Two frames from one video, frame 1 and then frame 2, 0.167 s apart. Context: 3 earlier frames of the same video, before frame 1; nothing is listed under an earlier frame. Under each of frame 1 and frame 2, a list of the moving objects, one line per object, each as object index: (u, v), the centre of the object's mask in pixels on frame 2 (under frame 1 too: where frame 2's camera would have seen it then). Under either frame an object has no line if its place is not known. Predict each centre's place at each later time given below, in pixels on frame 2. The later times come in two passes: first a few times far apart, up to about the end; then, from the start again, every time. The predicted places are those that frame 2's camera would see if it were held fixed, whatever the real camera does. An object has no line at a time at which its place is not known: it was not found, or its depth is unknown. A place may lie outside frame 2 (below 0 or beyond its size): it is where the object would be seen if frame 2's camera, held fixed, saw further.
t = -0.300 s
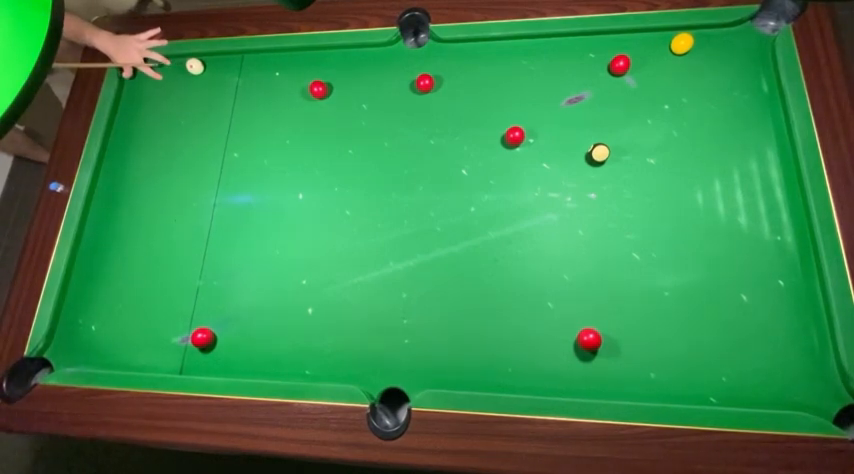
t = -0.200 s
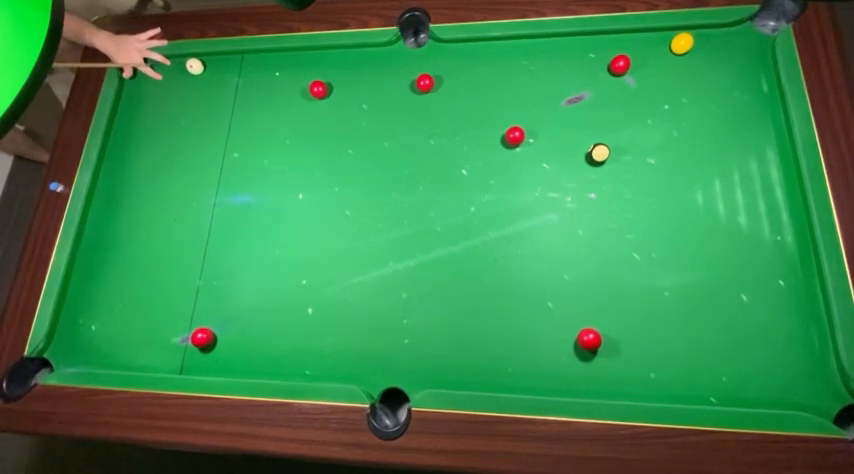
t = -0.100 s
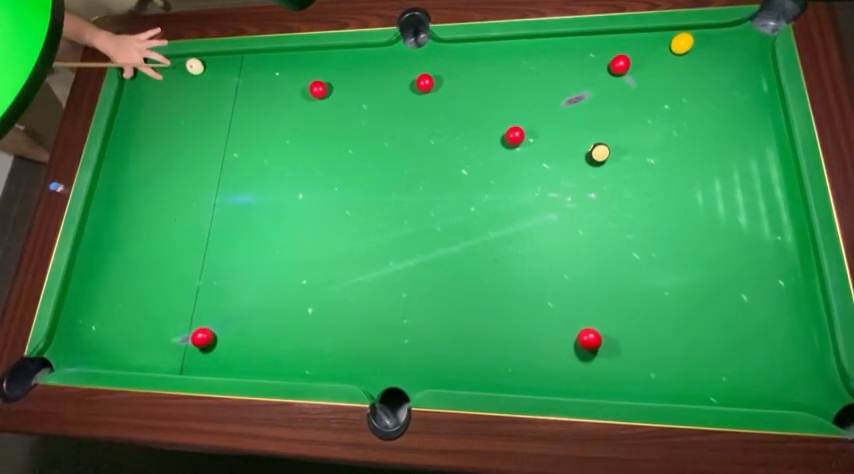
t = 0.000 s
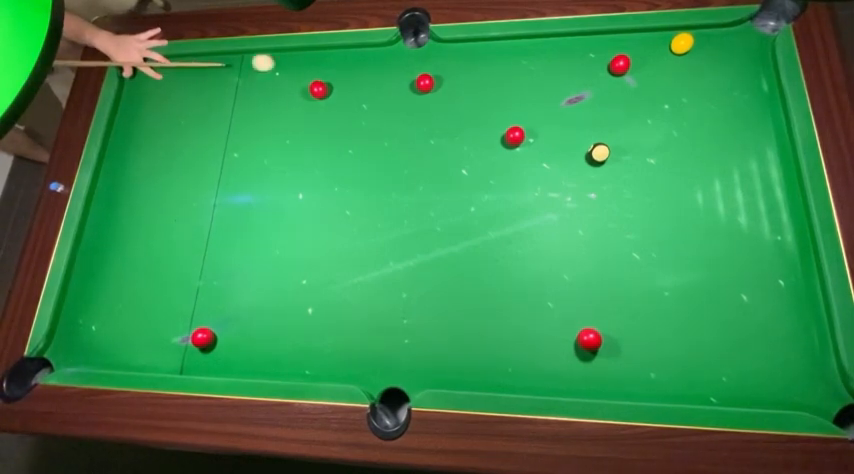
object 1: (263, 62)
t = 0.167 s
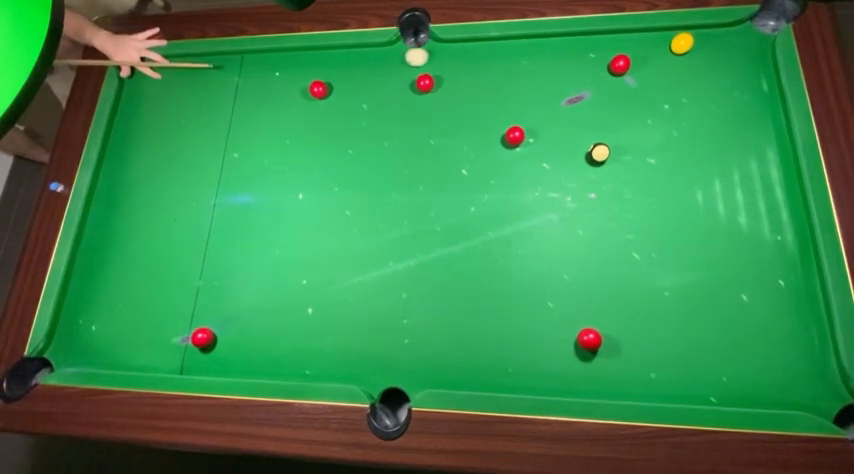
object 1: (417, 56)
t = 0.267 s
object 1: (512, 52)
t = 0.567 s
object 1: (673, 71)
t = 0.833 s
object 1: (739, 105)
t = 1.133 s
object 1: (760, 142)
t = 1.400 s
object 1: (724, 174)
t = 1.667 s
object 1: (690, 204)
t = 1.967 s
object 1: (653, 237)
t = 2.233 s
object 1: (621, 265)
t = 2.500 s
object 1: (591, 290)
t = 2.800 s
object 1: (559, 318)
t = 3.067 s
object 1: (533, 340)
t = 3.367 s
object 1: (508, 360)
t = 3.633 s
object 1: (486, 378)
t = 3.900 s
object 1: (472, 373)
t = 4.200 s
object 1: (462, 364)
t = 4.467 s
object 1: (455, 357)
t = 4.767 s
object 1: (451, 352)
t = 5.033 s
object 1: (449, 350)
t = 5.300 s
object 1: (449, 349)
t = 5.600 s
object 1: (449, 349)
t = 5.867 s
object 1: (449, 349)
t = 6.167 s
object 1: (449, 349)
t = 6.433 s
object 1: (449, 349)
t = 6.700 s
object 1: (449, 349)
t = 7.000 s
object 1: (449, 349)
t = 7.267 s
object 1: (449, 349)
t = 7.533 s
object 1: (449, 349)
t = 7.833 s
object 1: (449, 349)
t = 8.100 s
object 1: (449, 349)
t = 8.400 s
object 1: (449, 349)
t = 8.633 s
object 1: (449, 349)
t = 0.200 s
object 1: (448, 55)
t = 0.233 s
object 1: (479, 54)
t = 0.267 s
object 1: (512, 52)
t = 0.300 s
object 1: (545, 51)
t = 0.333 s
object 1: (578, 50)
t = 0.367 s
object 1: (611, 48)
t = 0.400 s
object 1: (647, 47)
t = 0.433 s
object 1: (662, 50)
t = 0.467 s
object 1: (663, 56)
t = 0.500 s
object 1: (665, 61)
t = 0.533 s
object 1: (668, 66)
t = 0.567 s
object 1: (673, 71)
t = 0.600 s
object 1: (679, 75)
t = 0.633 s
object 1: (687, 79)
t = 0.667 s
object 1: (696, 84)
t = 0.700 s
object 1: (704, 88)
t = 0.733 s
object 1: (713, 92)
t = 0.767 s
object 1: (721, 96)
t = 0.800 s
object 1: (730, 101)
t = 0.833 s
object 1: (739, 105)
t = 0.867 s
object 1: (748, 109)
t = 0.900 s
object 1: (756, 113)
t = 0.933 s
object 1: (765, 118)
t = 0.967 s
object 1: (775, 122)
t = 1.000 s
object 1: (779, 126)
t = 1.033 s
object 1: (774, 130)
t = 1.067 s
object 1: (769, 134)
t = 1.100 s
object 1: (765, 138)
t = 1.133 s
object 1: (760, 142)
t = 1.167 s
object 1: (755, 146)
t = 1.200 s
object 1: (751, 150)
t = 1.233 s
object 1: (747, 154)
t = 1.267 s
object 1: (742, 158)
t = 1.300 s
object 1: (738, 162)
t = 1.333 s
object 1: (733, 166)
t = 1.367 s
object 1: (728, 170)
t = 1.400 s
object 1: (724, 174)
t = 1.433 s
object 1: (720, 177)
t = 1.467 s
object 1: (715, 181)
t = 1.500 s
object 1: (711, 185)
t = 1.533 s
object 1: (706, 189)
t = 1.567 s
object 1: (702, 193)
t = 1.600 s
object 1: (698, 196)
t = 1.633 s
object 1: (694, 200)
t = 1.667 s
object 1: (690, 204)
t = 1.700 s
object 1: (685, 207)
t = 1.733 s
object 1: (681, 211)
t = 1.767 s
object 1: (677, 215)
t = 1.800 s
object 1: (673, 219)
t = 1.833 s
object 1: (669, 222)
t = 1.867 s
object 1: (665, 226)
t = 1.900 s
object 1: (660, 229)
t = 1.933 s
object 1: (657, 233)
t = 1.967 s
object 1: (653, 237)
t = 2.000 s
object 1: (648, 240)
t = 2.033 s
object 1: (645, 244)
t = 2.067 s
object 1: (641, 248)
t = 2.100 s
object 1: (637, 251)
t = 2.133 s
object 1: (633, 254)
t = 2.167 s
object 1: (629, 258)
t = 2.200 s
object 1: (625, 261)
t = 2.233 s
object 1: (621, 265)
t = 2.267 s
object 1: (617, 268)
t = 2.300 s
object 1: (613, 271)
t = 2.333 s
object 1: (610, 274)
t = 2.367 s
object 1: (606, 278)
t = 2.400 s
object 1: (602, 281)
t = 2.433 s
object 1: (598, 284)
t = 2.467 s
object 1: (595, 287)
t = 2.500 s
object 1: (591, 290)
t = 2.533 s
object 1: (587, 293)
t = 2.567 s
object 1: (584, 296)
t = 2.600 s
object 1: (580, 299)
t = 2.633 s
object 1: (577, 302)
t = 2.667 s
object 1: (573, 305)
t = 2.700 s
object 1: (570, 309)
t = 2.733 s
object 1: (566, 312)
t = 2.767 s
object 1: (563, 315)
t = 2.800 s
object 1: (559, 318)
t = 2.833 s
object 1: (556, 321)
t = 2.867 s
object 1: (553, 324)
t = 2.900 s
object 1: (550, 326)
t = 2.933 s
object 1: (546, 329)
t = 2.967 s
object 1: (543, 332)
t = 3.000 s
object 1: (539, 335)
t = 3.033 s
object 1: (537, 338)
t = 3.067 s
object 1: (533, 340)
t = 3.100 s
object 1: (531, 343)
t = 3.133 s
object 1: (527, 345)
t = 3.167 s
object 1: (525, 347)
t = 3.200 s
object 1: (522, 348)
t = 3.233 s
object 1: (520, 350)
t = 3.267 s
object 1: (517, 353)
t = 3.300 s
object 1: (513, 356)
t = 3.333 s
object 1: (511, 358)
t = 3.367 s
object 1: (508, 360)
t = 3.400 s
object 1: (505, 363)
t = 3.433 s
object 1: (502, 365)
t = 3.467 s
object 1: (500, 367)
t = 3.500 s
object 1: (497, 370)
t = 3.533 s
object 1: (494, 372)
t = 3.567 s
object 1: (492, 374)
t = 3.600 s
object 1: (489, 376)
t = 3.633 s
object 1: (486, 378)
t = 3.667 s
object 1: (484, 379)
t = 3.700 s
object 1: (482, 380)
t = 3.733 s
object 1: (480, 379)
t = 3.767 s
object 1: (478, 378)
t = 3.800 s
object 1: (476, 377)
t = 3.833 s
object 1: (475, 376)
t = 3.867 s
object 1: (474, 374)
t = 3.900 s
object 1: (472, 373)
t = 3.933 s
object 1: (471, 372)
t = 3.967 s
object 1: (470, 371)
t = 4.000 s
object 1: (468, 370)
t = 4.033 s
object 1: (467, 369)
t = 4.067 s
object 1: (466, 368)
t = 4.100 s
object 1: (465, 367)
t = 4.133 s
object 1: (464, 365)
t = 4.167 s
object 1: (463, 365)
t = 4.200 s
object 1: (462, 364)
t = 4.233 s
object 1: (461, 363)
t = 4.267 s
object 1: (460, 362)
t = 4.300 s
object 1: (459, 361)
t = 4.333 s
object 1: (458, 360)
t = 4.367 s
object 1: (458, 359)
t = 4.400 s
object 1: (457, 358)
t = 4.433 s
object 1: (456, 358)
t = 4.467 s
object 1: (455, 357)
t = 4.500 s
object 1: (455, 356)
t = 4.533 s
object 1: (454, 356)
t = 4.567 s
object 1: (453, 355)
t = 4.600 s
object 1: (453, 354)
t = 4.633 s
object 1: (452, 354)
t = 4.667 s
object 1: (452, 353)
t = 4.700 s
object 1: (451, 353)
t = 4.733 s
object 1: (451, 353)
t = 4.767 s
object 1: (451, 352)
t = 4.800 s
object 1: (450, 351)
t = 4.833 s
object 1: (450, 351)
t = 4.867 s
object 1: (450, 351)
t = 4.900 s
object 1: (450, 351)
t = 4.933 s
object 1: (450, 350)
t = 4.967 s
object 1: (449, 350)
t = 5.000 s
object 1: (449, 350)
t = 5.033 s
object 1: (449, 350)
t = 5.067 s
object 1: (449, 349)
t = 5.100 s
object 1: (449, 349)
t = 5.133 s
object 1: (449, 349)
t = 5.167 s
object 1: (448, 349)
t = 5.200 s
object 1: (448, 349)
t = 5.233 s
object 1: (448, 349)
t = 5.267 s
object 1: (448, 349)
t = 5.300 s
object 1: (449, 349)
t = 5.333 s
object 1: (449, 349)
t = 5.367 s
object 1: (449, 349)
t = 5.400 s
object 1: (449, 349)
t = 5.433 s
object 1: (449, 349)
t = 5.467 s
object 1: (449, 349)
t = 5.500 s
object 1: (449, 349)
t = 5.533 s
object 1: (449, 349)
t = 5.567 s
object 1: (449, 349)
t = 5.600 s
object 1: (449, 349)
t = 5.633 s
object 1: (449, 349)
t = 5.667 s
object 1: (449, 349)
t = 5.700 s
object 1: (449, 349)
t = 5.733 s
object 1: (449, 349)
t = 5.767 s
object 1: (449, 349)
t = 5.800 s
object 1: (449, 349)
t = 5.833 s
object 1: (449, 349)
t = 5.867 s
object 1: (449, 349)
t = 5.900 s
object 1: (449, 349)
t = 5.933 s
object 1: (449, 349)
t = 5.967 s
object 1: (449, 349)
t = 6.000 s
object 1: (449, 349)
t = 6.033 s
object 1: (449, 349)
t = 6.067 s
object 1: (449, 349)
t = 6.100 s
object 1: (449, 349)
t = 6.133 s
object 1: (449, 349)
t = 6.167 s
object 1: (449, 349)
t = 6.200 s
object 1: (449, 349)
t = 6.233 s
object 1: (449, 349)
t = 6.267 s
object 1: (449, 349)
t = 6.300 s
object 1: (449, 349)
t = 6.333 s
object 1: (449, 349)
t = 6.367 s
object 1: (449, 349)
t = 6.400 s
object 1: (449, 349)
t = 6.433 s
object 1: (449, 349)
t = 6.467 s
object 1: (449, 349)
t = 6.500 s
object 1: (449, 349)
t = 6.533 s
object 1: (449, 349)
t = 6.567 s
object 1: (449, 349)
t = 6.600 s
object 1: (449, 349)
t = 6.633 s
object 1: (449, 349)
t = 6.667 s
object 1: (449, 349)
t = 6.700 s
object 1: (449, 349)
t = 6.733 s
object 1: (449, 349)
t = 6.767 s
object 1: (449, 349)
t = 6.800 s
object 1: (449, 349)
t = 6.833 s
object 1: (449, 349)
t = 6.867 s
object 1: (449, 349)
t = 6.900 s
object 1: (449, 349)
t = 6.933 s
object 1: (449, 349)
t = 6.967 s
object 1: (449, 349)
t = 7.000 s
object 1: (449, 349)
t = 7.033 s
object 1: (449, 349)
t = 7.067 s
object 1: (449, 349)
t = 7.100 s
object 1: (449, 349)
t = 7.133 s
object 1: (449, 349)
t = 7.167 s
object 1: (449, 349)
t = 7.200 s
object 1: (449, 349)
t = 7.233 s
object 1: (449, 349)
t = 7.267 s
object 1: (449, 349)
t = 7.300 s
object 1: (449, 349)
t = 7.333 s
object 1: (449, 349)
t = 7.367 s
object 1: (449, 349)
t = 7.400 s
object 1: (449, 349)
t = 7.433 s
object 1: (449, 349)
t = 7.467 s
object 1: (449, 349)
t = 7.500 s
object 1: (449, 349)
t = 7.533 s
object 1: (449, 349)
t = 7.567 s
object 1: (449, 349)
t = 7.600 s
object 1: (449, 349)
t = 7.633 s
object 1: (449, 349)
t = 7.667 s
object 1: (449, 349)
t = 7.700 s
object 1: (449, 349)
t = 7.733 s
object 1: (449, 349)
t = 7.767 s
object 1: (449, 349)
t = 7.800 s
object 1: (449, 349)
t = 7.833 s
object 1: (449, 349)
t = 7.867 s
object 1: (449, 349)
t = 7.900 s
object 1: (449, 349)
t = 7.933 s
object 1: (449, 349)
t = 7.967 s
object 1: (449, 349)
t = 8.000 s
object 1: (449, 349)
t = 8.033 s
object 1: (449, 349)
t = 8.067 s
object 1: (449, 349)
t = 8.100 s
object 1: (449, 349)
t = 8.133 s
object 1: (449, 349)
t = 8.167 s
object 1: (449, 349)
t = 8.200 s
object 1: (449, 349)
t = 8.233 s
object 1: (449, 349)
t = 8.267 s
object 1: (449, 349)
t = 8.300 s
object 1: (449, 349)
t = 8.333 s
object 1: (449, 349)
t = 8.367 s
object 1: (449, 349)
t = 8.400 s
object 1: (449, 349)
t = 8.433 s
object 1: (449, 349)
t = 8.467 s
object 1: (449, 349)
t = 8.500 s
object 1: (449, 349)
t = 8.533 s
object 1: (449, 349)
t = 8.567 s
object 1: (449, 349)
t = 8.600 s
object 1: (449, 349)
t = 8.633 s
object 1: (449, 349)
